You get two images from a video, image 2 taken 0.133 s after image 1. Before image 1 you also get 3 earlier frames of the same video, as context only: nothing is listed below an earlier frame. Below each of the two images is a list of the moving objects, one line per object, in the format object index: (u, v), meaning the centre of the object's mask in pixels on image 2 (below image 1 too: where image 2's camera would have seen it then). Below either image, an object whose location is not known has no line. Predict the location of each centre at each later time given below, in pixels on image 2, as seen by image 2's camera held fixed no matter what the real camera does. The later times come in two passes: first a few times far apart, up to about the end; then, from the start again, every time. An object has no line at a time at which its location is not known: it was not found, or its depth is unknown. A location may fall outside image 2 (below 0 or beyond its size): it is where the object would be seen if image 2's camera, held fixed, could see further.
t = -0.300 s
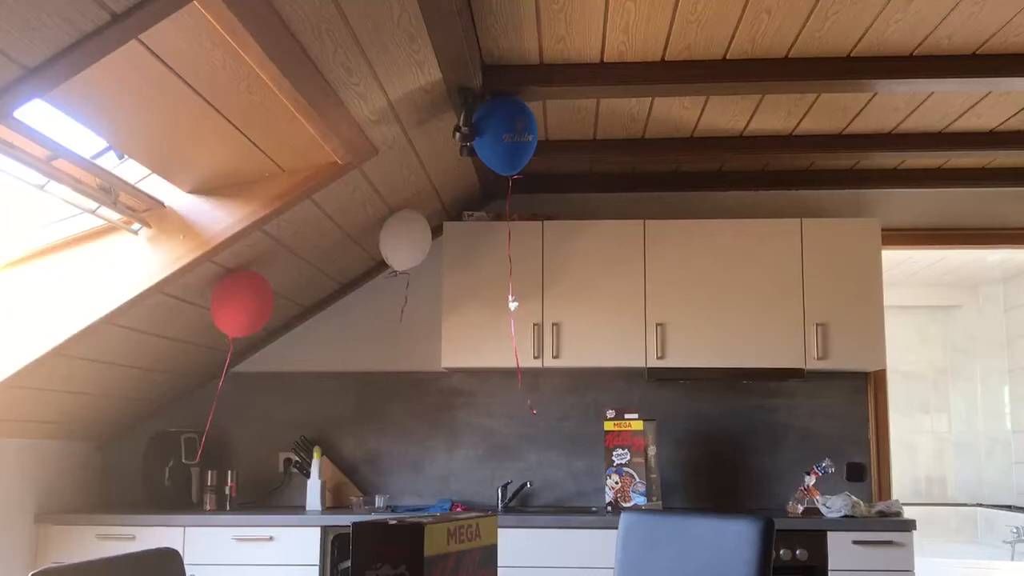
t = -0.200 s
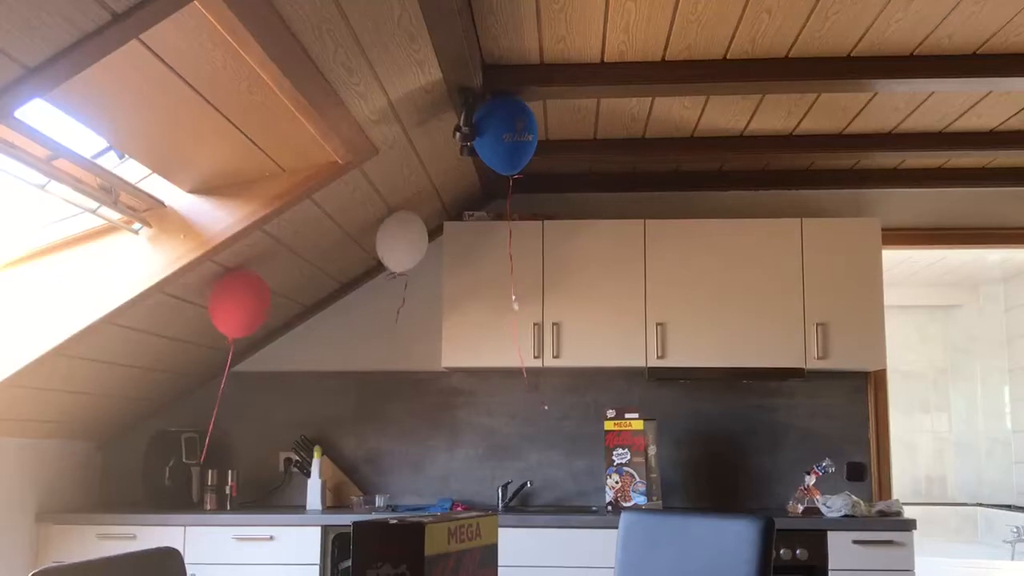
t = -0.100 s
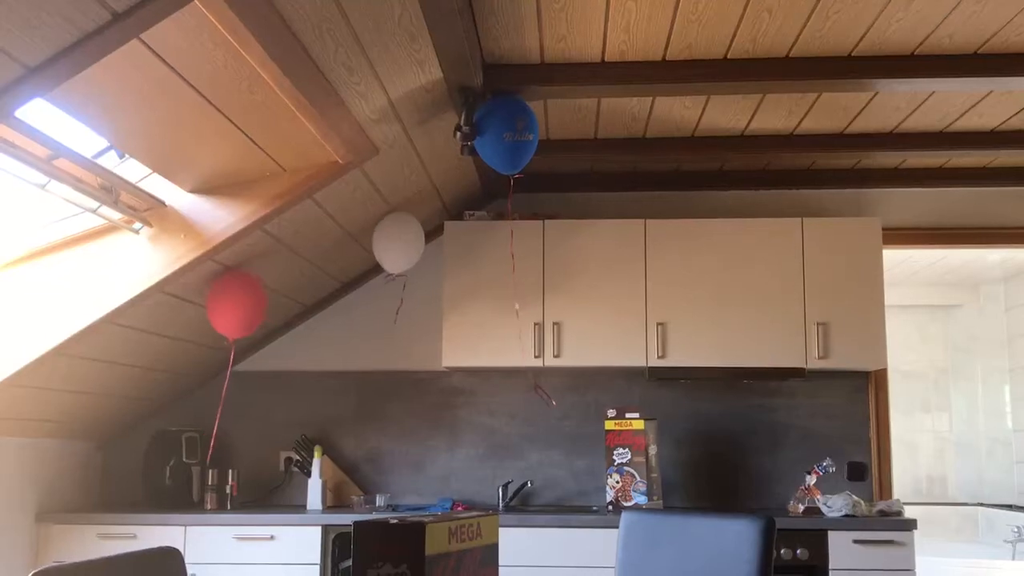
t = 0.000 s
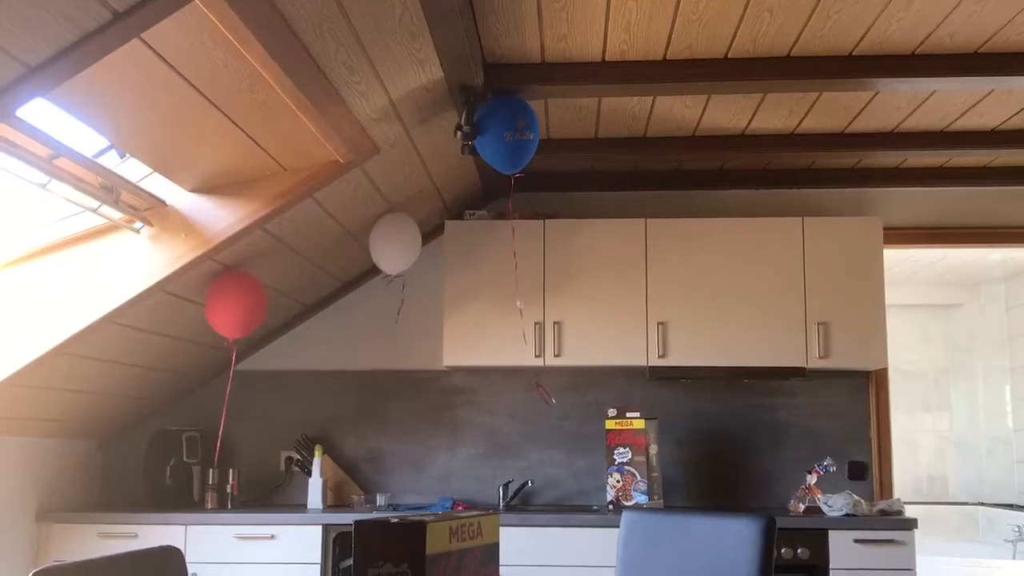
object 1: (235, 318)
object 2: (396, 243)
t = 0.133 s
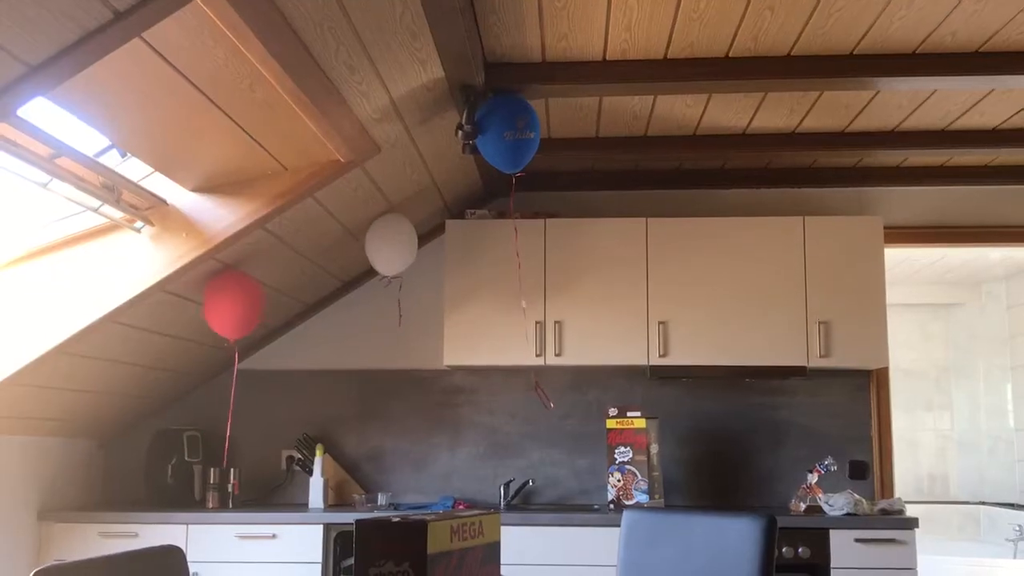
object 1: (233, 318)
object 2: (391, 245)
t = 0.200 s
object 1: (231, 318)
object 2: (388, 246)
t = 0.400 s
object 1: (228, 320)
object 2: (381, 247)
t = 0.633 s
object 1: (221, 319)
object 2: (373, 250)
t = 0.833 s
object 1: (217, 319)
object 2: (366, 251)
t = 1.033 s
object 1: (213, 318)
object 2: (360, 252)
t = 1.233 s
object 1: (209, 318)
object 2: (355, 252)
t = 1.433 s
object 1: (209, 317)
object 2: (351, 252)
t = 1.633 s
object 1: (210, 318)
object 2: (349, 252)
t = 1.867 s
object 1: (211, 315)
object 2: (347, 252)
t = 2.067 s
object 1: (214, 316)
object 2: (345, 252)
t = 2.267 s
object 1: (217, 315)
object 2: (344, 253)
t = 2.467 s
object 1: (219, 314)
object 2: (341, 253)
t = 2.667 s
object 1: (218, 312)
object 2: (338, 254)
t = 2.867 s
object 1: (220, 314)
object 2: (333, 255)
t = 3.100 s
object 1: (227, 316)
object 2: (326, 256)
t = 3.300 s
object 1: (240, 319)
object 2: (320, 257)
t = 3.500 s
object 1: (259, 328)
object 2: (313, 257)
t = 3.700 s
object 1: (283, 328)
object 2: (308, 257)
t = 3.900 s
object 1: (307, 341)
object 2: (302, 260)
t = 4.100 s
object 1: (328, 368)
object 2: (298, 261)
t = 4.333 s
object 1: (347, 382)
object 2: (293, 264)
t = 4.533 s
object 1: (362, 393)
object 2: (289, 266)
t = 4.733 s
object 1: (374, 404)
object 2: (287, 268)
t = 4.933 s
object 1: (385, 413)
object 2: (285, 269)
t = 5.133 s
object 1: (394, 421)
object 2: (283, 270)
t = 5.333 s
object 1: (402, 426)
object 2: (282, 271)
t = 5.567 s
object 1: (411, 431)
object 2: (280, 273)
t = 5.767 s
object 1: (417, 433)
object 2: (277, 276)
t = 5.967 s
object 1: (424, 434)
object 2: (273, 278)
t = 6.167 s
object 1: (430, 431)
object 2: (268, 281)
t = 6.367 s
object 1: (436, 432)
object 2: (263, 284)
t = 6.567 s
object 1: (441, 424)
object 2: (258, 287)
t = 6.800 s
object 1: (446, 418)
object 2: (252, 291)
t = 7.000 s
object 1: (448, 412)
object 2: (247, 293)
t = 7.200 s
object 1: (449, 405)
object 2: (243, 296)
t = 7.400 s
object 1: (448, 397)
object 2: (240, 298)
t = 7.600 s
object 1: (447, 389)
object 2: (237, 299)
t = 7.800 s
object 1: (445, 379)
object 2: (234, 301)
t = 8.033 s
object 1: (443, 368)
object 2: (232, 303)
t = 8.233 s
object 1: (439, 358)
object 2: (229, 305)
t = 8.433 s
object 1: (436, 348)
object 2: (226, 307)
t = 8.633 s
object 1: (432, 338)
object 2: (222, 309)
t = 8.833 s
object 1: (428, 328)
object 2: (218, 311)
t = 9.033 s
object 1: (425, 318)
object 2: (212, 313)
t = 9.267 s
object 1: (423, 306)
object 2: (205, 314)
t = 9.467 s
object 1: (421, 297)
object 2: (201, 314)
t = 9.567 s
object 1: (420, 293)
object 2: (201, 314)
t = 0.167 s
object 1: (232, 319)
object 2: (390, 245)
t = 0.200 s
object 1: (231, 318)
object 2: (388, 246)
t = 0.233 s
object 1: (230, 319)
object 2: (387, 246)
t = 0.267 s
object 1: (230, 319)
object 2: (386, 247)
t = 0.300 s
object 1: (229, 319)
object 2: (385, 247)
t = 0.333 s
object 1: (228, 319)
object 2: (383, 247)
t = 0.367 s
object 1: (228, 319)
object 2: (382, 247)
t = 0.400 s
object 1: (228, 320)
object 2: (381, 247)
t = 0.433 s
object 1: (227, 319)
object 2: (380, 248)
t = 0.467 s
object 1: (226, 320)
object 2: (379, 248)
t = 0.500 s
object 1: (225, 319)
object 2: (377, 249)
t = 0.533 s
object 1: (224, 319)
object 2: (376, 249)
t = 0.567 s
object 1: (223, 320)
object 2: (375, 250)
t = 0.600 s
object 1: (222, 319)
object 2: (374, 249)
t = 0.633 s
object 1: (221, 319)
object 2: (373, 250)
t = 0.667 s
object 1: (220, 319)
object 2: (371, 250)
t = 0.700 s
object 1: (220, 319)
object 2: (370, 251)
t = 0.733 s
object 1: (219, 319)
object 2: (369, 251)
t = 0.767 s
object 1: (218, 319)
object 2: (368, 251)
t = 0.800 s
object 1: (218, 319)
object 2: (367, 251)
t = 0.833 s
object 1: (217, 319)
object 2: (366, 251)
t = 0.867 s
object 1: (216, 319)
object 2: (365, 251)
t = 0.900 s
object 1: (215, 318)
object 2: (364, 251)
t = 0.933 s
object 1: (215, 318)
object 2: (363, 252)
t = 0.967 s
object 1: (214, 318)
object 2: (362, 252)
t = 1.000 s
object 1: (213, 318)
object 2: (361, 252)
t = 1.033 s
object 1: (213, 318)
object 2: (360, 252)
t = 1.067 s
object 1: (212, 318)
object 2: (359, 252)
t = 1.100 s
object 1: (212, 317)
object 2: (358, 252)
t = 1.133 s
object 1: (211, 318)
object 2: (357, 252)
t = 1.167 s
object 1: (210, 317)
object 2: (356, 252)
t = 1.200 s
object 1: (210, 318)
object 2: (355, 252)
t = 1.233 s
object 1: (209, 318)
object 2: (355, 252)
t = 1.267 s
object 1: (209, 318)
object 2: (354, 252)
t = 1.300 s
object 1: (209, 318)
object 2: (353, 252)
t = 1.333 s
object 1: (209, 318)
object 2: (353, 252)
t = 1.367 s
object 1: (209, 318)
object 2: (352, 253)
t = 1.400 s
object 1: (208, 317)
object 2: (352, 253)
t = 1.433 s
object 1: (209, 317)
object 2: (351, 252)
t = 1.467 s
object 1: (209, 317)
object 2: (351, 252)
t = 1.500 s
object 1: (209, 317)
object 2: (350, 252)
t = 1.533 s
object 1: (209, 318)
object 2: (350, 252)
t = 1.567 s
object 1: (209, 318)
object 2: (349, 252)
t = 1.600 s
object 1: (209, 318)
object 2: (349, 252)
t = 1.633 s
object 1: (210, 318)
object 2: (349, 252)
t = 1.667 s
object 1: (210, 319)
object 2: (348, 252)
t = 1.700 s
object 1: (210, 319)
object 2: (348, 252)
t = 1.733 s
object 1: (210, 319)
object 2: (348, 252)
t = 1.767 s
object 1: (211, 319)
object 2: (347, 252)
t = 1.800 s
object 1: (211, 317)
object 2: (347, 252)
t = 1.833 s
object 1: (211, 316)
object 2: (347, 252)
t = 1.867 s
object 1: (211, 315)
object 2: (347, 252)
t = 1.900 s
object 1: (211, 314)
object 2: (346, 252)
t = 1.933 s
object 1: (212, 314)
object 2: (346, 252)
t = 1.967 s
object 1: (212, 314)
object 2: (346, 252)
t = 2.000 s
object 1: (213, 314)
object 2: (345, 252)
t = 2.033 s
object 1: (213, 314)
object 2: (345, 252)
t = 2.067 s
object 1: (214, 316)
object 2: (345, 252)
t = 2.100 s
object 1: (214, 314)
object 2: (345, 252)
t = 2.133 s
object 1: (215, 314)
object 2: (345, 252)
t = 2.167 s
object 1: (215, 314)
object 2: (344, 252)
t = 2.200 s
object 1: (216, 314)
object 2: (344, 252)
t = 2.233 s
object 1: (216, 315)
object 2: (344, 253)
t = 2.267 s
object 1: (217, 315)
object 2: (344, 253)
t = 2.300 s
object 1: (217, 315)
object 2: (343, 253)
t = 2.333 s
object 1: (218, 315)
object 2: (343, 253)
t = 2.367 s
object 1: (218, 314)
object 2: (343, 253)
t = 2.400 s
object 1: (218, 314)
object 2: (342, 253)
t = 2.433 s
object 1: (219, 314)
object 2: (342, 253)
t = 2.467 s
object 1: (219, 314)
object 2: (341, 253)
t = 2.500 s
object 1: (219, 313)
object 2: (341, 254)
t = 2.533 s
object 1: (218, 313)
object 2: (340, 254)
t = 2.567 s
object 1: (218, 312)
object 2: (340, 254)
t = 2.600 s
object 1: (218, 312)
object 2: (339, 254)
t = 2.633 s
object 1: (218, 312)
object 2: (338, 254)
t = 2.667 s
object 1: (218, 312)
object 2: (338, 254)
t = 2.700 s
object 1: (218, 312)
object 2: (337, 254)
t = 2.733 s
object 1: (219, 314)
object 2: (336, 255)
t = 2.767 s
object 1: (219, 313)
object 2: (335, 255)
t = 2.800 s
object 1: (219, 313)
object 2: (335, 255)
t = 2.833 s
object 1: (219, 313)
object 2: (334, 255)
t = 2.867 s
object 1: (220, 314)
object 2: (333, 255)
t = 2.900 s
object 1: (221, 314)
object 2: (332, 256)
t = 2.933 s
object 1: (221, 315)
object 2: (331, 256)
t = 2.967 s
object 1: (222, 315)
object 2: (330, 256)
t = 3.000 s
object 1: (223, 315)
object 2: (329, 256)
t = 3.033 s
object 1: (224, 316)
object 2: (328, 256)
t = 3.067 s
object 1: (226, 316)
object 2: (327, 256)
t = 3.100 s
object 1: (227, 316)
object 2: (326, 256)
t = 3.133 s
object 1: (229, 317)
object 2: (325, 256)
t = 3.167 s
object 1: (231, 319)
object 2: (324, 257)
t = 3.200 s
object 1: (233, 317)
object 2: (323, 257)
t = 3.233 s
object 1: (235, 319)
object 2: (322, 257)
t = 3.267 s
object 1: (237, 319)
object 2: (321, 257)
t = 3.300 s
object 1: (240, 319)
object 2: (320, 257)
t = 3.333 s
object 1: (242, 322)
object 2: (319, 257)
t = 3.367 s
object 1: (245, 324)
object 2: (317, 257)
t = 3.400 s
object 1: (249, 323)
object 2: (316, 257)
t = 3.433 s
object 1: (252, 326)
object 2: (315, 257)
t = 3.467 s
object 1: (255, 326)
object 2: (314, 257)
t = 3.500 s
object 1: (259, 328)
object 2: (313, 257)
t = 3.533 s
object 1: (263, 328)
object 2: (312, 257)
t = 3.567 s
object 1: (267, 330)
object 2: (311, 257)
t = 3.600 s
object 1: (271, 332)
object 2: (310, 258)
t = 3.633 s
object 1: (275, 333)
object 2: (309, 258)
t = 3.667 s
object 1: (279, 335)
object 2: (309, 257)
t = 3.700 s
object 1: (283, 328)
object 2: (308, 257)
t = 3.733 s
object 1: (288, 331)
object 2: (307, 257)
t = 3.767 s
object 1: (292, 332)
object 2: (306, 258)
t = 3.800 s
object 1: (296, 335)
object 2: (305, 258)
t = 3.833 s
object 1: (300, 336)
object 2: (304, 259)
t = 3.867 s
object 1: (303, 338)
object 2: (303, 259)
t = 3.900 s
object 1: (307, 341)
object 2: (302, 260)
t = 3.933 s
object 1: (310, 344)
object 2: (302, 260)
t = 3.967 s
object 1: (314, 347)
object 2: (301, 260)
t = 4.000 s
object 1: (318, 350)
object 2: (300, 261)
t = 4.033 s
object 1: (321, 353)
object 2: (299, 261)
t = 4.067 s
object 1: (325, 366)
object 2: (299, 261)
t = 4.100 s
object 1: (328, 368)
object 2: (298, 261)
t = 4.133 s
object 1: (331, 370)
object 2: (297, 262)
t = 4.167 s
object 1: (334, 373)
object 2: (296, 262)
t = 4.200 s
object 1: (337, 375)
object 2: (296, 263)
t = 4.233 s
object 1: (339, 377)
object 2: (295, 263)
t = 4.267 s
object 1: (342, 379)
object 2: (294, 263)
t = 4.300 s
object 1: (345, 380)
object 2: (294, 264)
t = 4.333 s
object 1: (347, 382)
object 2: (293, 264)
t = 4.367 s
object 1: (350, 385)
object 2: (292, 264)
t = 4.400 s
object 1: (352, 387)
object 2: (292, 264)
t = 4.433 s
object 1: (355, 389)
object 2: (291, 265)
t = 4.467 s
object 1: (357, 389)
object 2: (290, 265)
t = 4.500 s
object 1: (359, 391)
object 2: (290, 265)
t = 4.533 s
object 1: (362, 393)
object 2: (289, 266)
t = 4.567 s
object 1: (364, 395)
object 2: (288, 267)
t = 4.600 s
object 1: (366, 397)
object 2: (288, 267)
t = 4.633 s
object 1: (368, 399)
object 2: (288, 267)
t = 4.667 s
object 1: (371, 401)
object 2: (287, 267)
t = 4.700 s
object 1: (373, 403)
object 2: (287, 267)
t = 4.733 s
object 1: (374, 404)
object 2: (287, 268)
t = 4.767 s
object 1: (376, 406)
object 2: (286, 268)
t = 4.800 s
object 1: (378, 406)
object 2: (286, 268)
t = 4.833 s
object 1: (380, 409)
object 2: (285, 268)
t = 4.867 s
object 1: (382, 410)
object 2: (285, 268)
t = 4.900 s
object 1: (384, 411)
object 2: (285, 268)
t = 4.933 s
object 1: (385, 413)
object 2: (285, 269)
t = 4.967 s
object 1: (386, 414)
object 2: (284, 269)
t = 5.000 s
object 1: (388, 416)
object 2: (284, 269)
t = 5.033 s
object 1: (390, 418)
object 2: (284, 269)
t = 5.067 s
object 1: (391, 418)
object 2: (284, 270)
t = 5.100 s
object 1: (393, 419)
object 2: (284, 269)
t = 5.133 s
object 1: (394, 421)
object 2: (283, 270)
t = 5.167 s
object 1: (395, 422)
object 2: (283, 270)
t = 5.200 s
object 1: (397, 423)
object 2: (283, 270)
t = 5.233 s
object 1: (399, 424)
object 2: (283, 270)
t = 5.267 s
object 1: (400, 425)
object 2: (283, 271)
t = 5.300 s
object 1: (401, 425)
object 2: (283, 271)
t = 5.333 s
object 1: (402, 426)
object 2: (282, 271)
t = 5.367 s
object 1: (403, 427)
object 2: (282, 271)
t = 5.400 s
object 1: (404, 428)
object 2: (282, 272)
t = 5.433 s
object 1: (406, 428)
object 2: (282, 272)
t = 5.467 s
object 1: (407, 429)
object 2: (281, 272)
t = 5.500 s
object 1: (408, 429)
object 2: (281, 273)
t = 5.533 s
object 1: (409, 431)
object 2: (281, 273)
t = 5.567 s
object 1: (411, 431)
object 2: (280, 273)
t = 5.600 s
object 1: (411, 431)
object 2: (280, 274)
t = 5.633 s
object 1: (413, 431)
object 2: (280, 274)
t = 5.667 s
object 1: (414, 432)
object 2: (279, 274)
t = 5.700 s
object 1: (415, 432)
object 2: (278, 275)
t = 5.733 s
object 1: (416, 433)
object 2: (278, 275)
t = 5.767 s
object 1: (417, 433)
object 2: (277, 276)
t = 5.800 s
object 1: (418, 433)
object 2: (277, 276)
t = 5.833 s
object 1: (419, 433)
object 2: (276, 276)
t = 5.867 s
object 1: (421, 433)
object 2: (275, 277)
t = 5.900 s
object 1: (422, 433)
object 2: (274, 277)
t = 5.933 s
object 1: (423, 433)
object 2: (273, 278)
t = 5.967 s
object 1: (424, 434)
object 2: (273, 278)
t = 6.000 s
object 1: (425, 434)
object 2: (272, 279)
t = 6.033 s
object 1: (426, 433)
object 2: (271, 279)
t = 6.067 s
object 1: (427, 431)
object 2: (270, 280)
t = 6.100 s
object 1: (428, 431)
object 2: (269, 280)
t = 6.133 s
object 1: (429, 434)
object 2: (269, 280)
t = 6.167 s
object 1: (430, 431)
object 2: (268, 281)
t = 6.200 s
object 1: (431, 433)
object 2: (267, 281)
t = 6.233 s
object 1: (432, 432)
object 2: (266, 282)
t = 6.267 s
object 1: (433, 431)
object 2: (265, 282)
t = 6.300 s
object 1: (434, 429)
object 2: (264, 283)
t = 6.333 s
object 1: (435, 429)
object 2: (264, 283)
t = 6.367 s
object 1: (436, 432)
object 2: (263, 284)
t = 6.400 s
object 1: (437, 430)
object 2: (262, 284)
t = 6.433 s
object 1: (438, 430)
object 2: (261, 285)
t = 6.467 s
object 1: (439, 427)
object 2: (260, 285)
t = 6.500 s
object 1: (440, 426)
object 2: (259, 286)
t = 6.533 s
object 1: (440, 425)
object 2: (259, 286)
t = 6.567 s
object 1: (441, 424)
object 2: (258, 287)
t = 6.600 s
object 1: (442, 423)
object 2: (257, 287)
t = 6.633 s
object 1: (443, 426)
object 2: (256, 288)
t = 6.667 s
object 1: (444, 422)
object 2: (255, 288)
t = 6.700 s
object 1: (444, 421)
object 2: (254, 289)
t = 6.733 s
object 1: (445, 420)
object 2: (254, 289)
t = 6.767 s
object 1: (445, 423)
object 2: (253, 290)
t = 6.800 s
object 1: (446, 418)
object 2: (252, 291)
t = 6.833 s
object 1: (446, 418)
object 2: (251, 291)
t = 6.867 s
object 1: (447, 417)
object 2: (250, 291)
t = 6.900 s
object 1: (447, 415)
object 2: (250, 292)
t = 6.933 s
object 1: (447, 414)
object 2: (249, 292)
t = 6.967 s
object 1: (448, 413)
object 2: (248, 293)
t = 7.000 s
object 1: (448, 412)
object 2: (247, 293)
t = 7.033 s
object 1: (448, 411)
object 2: (247, 294)
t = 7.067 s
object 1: (448, 410)
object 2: (246, 294)
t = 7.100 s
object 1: (448, 409)
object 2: (245, 294)
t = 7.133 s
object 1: (448, 408)
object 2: (244, 295)
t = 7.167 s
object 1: (448, 406)
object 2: (244, 295)
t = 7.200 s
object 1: (449, 405)
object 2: (243, 296)
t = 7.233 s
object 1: (448, 404)
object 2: (243, 296)
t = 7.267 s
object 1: (448, 403)
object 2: (242, 296)
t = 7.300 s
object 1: (449, 401)
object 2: (241, 296)
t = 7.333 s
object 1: (448, 400)
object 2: (241, 297)
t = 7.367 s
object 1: (448, 399)
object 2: (240, 297)
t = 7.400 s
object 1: (448, 397)
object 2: (240, 298)
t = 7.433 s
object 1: (448, 396)
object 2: (239, 298)
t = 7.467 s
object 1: (448, 395)
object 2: (239, 298)
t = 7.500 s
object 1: (448, 393)
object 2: (239, 298)
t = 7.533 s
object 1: (447, 391)
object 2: (238, 298)
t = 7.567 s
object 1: (447, 390)
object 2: (237, 299)
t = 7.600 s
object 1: (447, 389)
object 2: (237, 299)
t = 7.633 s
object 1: (446, 387)
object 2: (236, 299)
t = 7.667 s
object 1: (446, 385)
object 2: (236, 300)
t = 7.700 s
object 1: (446, 384)
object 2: (236, 300)
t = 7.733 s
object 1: (446, 383)
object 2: (235, 300)
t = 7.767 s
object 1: (446, 381)
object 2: (235, 301)
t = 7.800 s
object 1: (445, 379)
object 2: (234, 301)
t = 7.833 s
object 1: (445, 378)
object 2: (234, 301)
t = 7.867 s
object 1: (445, 376)
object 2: (234, 305)
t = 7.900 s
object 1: (444, 374)
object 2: (233, 302)
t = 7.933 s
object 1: (444, 373)
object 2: (233, 302)
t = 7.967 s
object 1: (443, 371)
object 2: (232, 303)
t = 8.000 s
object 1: (443, 369)
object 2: (232, 303)
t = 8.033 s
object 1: (443, 368)
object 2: (232, 303)
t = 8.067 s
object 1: (442, 366)
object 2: (231, 304)
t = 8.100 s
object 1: (442, 365)
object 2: (231, 304)
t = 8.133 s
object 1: (441, 363)
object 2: (230, 304)
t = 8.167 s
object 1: (440, 361)
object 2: (230, 305)
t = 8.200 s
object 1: (440, 360)
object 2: (229, 305)
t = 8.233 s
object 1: (439, 358)
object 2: (229, 305)
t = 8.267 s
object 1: (439, 356)
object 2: (229, 306)
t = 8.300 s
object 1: (438, 355)
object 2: (228, 306)
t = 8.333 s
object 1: (437, 353)
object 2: (228, 307)
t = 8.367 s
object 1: (437, 351)
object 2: (227, 306)
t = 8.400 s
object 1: (436, 350)
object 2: (227, 307)
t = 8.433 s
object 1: (436, 348)
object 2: (226, 307)
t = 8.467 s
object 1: (435, 346)
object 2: (226, 307)
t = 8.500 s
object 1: (434, 345)
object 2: (225, 308)
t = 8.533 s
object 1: (434, 343)
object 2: (224, 308)
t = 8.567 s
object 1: (433, 341)
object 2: (224, 308)
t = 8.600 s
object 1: (432, 340)
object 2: (223, 309)
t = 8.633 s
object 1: (432, 338)
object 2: (222, 309)
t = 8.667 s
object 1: (431, 336)
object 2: (222, 309)
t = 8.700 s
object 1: (430, 335)
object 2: (221, 309)
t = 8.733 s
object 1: (430, 333)
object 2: (220, 310)
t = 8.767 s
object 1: (429, 331)
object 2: (220, 310)
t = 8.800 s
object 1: (429, 329)
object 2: (219, 311)
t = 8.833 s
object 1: (428, 328)
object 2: (218, 311)
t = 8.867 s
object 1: (427, 326)
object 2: (217, 311)
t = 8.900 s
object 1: (427, 324)
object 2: (216, 311)
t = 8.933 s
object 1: (426, 323)
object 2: (215, 312)
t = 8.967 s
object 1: (426, 321)
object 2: (214, 312)
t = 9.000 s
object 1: (425, 319)
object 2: (213, 312)
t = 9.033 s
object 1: (425, 318)
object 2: (212, 313)
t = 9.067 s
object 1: (425, 316)
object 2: (211, 313)
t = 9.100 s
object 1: (424, 314)
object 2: (210, 313)
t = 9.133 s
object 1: (424, 313)
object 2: (209, 313)
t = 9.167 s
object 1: (423, 311)
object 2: (208, 313)
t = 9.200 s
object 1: (423, 309)
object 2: (207, 314)
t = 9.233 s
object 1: (423, 308)
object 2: (206, 314)
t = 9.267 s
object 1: (423, 306)
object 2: (205, 314)
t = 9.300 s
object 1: (422, 305)
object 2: (204, 314)
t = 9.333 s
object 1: (422, 304)
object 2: (204, 314)
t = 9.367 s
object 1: (422, 302)
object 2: (203, 314)
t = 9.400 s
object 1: (421, 301)
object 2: (202, 314)
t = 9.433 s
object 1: (421, 299)
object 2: (202, 314)
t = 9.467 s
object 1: (421, 297)
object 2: (201, 314)
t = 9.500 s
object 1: (421, 296)
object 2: (201, 314)
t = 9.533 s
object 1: (420, 294)
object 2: (201, 314)
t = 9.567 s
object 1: (420, 293)
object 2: (201, 314)
